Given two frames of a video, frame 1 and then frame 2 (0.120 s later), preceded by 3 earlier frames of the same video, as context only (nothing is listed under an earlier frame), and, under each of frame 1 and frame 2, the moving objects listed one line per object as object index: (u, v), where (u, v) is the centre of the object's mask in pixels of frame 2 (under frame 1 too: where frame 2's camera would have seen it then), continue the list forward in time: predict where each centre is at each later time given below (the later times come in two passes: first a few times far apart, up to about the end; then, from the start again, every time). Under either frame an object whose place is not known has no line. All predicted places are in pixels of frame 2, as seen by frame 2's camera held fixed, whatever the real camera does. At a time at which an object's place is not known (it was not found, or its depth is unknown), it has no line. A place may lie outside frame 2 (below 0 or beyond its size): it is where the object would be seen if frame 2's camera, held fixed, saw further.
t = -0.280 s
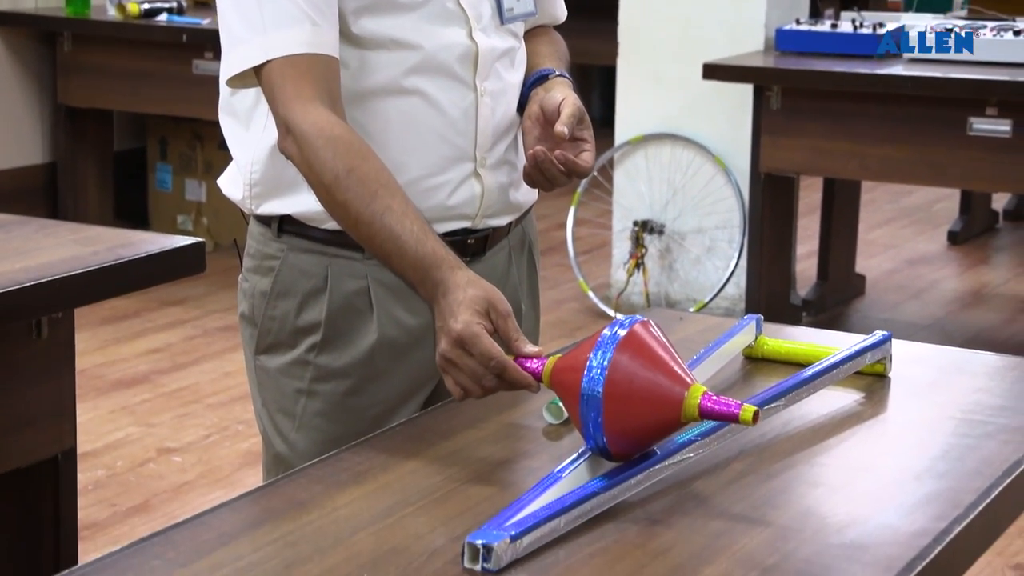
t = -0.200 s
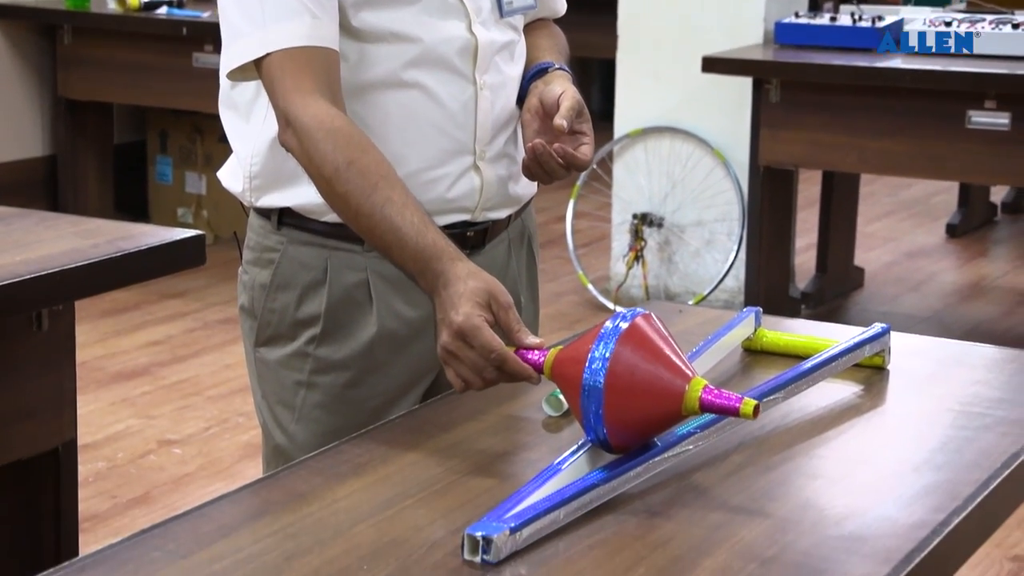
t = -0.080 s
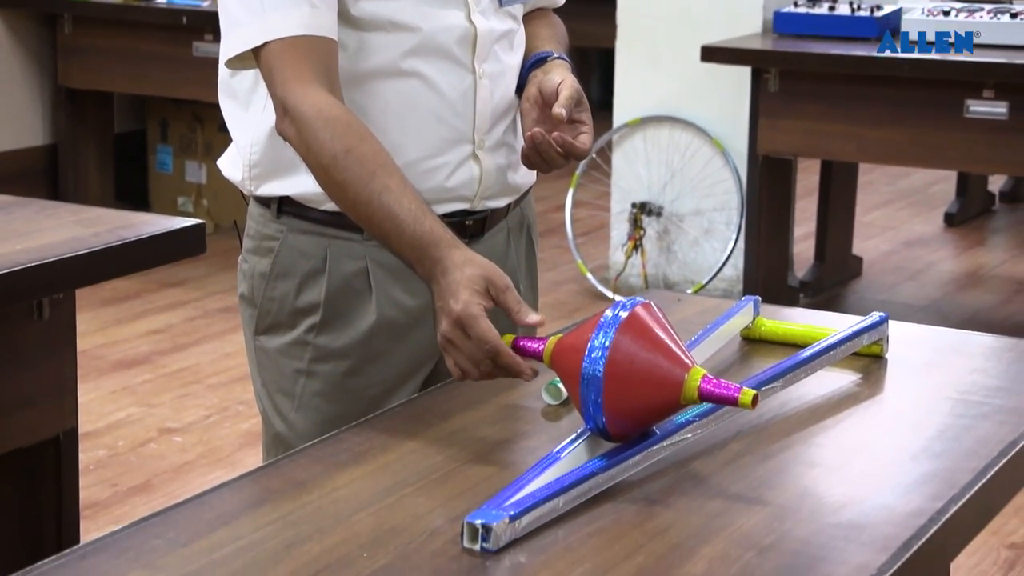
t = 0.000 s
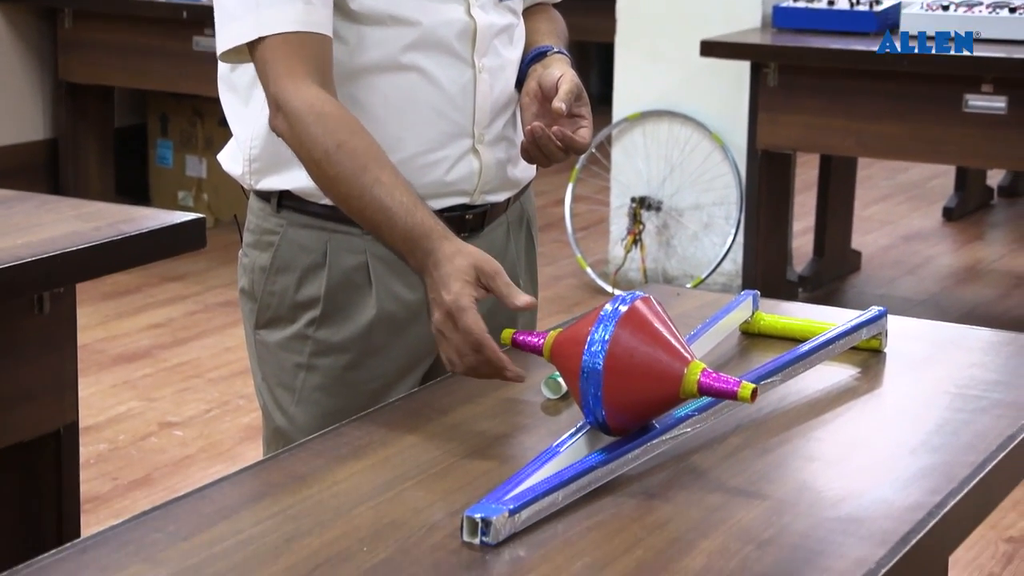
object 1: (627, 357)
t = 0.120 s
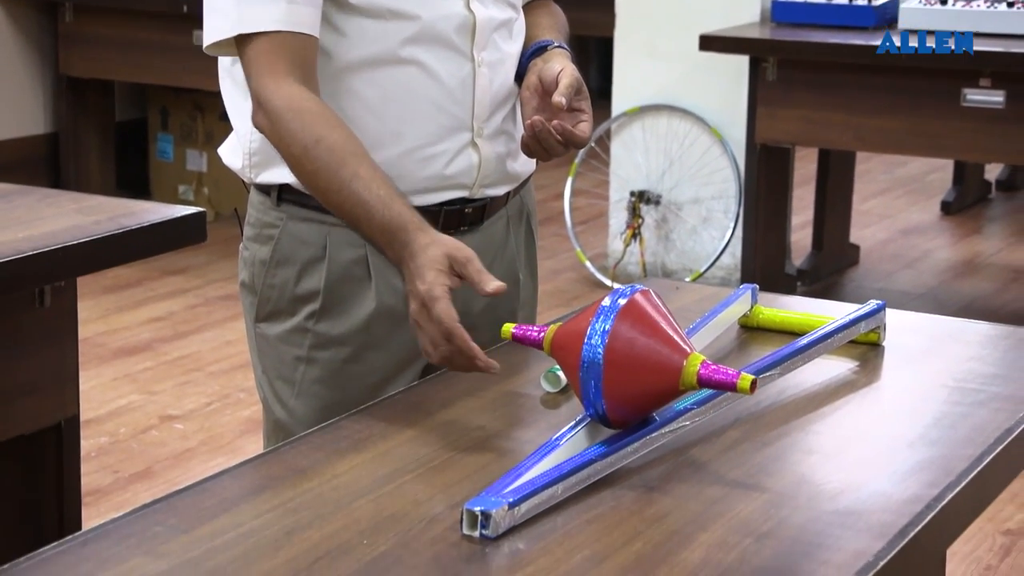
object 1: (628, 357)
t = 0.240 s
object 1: (629, 357)
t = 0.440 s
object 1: (632, 356)
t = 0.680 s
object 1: (642, 352)
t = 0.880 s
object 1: (651, 347)
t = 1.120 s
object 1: (666, 341)
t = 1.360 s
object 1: (684, 334)
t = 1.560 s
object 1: (701, 327)
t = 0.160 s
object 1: (628, 357)
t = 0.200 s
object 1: (628, 357)
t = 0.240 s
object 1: (629, 357)
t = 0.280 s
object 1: (630, 357)
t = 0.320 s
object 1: (630, 357)
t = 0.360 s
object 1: (631, 357)
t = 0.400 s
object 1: (631, 356)
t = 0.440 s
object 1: (632, 356)
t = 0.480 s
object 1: (634, 355)
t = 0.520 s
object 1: (635, 355)
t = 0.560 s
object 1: (637, 354)
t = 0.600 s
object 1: (638, 353)
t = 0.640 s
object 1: (640, 353)
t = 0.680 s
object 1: (642, 352)
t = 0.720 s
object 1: (644, 351)
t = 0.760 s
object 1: (646, 350)
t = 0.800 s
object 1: (648, 349)
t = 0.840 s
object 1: (649, 348)
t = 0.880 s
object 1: (651, 347)
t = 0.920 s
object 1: (654, 346)
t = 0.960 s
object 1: (656, 345)
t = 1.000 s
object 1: (658, 344)
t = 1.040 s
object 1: (661, 343)
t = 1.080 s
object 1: (663, 342)
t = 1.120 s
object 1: (666, 341)
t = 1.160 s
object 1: (668, 340)
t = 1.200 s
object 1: (671, 339)
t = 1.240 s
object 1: (674, 338)
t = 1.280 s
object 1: (678, 337)
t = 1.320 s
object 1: (680, 335)
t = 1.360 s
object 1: (684, 334)
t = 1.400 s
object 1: (688, 332)
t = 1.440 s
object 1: (691, 331)
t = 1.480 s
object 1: (694, 329)
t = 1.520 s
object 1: (698, 328)
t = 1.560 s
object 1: (701, 327)
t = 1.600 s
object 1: (705, 325)
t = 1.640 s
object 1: (708, 323)
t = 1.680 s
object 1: (712, 322)
